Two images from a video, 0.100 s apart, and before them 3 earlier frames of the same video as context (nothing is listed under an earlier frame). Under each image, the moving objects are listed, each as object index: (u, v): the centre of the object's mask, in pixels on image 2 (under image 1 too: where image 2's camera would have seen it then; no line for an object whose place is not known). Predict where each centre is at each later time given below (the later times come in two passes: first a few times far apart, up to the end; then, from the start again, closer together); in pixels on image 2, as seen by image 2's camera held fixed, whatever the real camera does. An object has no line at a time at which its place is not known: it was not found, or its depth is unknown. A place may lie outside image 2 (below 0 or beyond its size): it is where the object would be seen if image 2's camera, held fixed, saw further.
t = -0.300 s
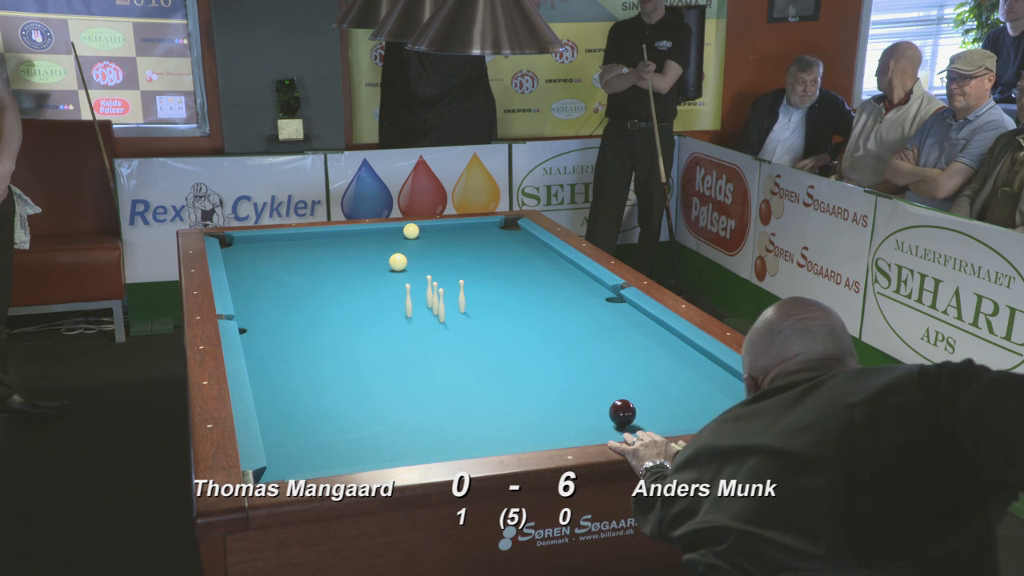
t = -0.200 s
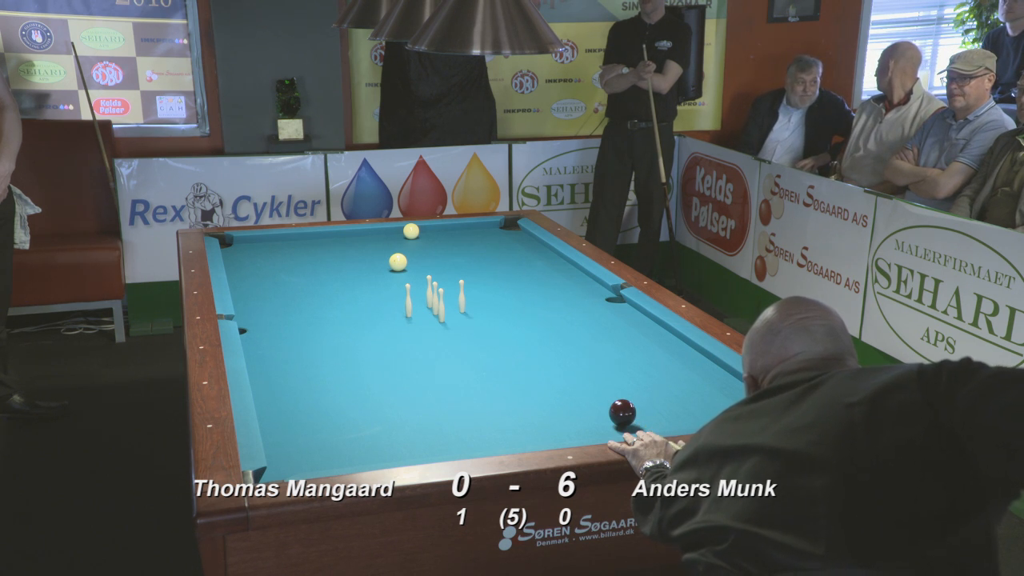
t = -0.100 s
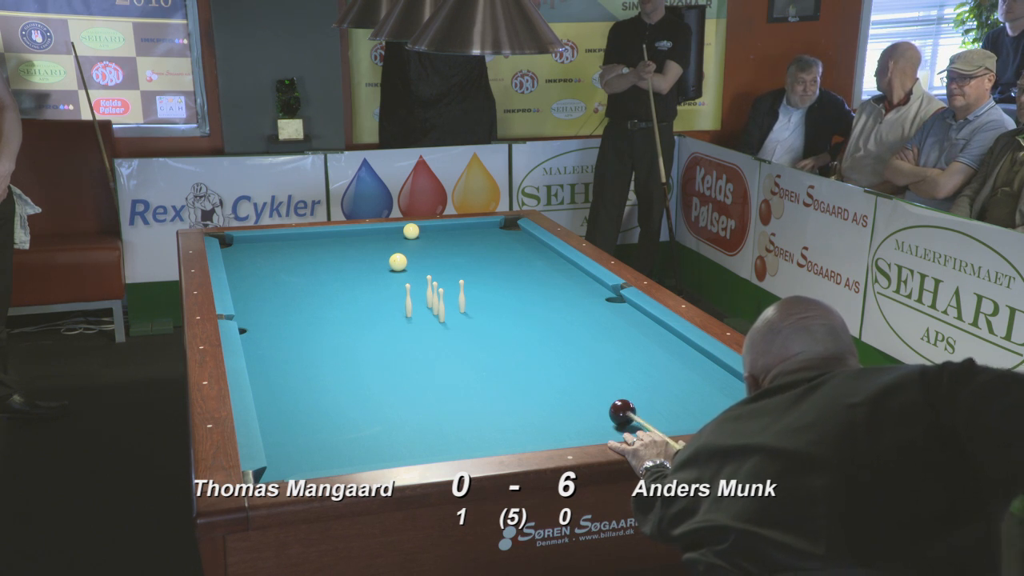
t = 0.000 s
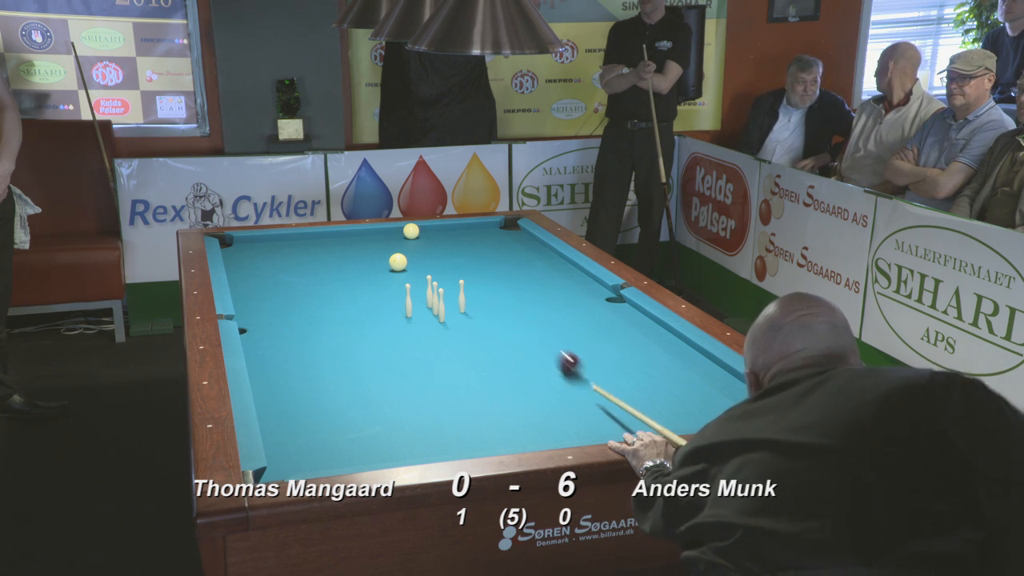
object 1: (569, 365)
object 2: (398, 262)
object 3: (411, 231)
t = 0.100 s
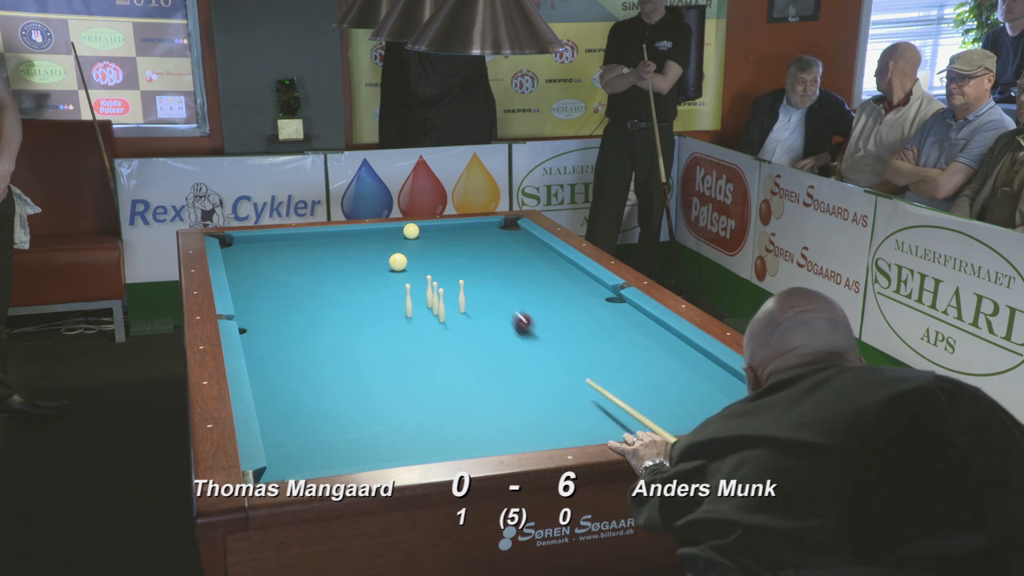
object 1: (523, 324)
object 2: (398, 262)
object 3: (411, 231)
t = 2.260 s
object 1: (352, 240)
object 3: (437, 341)
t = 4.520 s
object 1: (277, 241)
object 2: (520, 371)
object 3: (657, 380)
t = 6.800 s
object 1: (329, 235)
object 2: (361, 327)
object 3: (448, 330)
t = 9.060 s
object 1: (332, 234)
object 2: (287, 305)
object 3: (347, 303)
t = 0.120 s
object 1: (515, 317)
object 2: (398, 262)
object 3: (411, 231)
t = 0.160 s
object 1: (500, 304)
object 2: (398, 262)
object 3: (411, 231)
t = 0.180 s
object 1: (494, 298)
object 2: (398, 262)
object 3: (411, 231)
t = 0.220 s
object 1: (481, 286)
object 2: (398, 262)
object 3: (411, 231)
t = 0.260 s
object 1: (469, 275)
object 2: (398, 262)
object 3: (411, 231)
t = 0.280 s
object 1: (463, 271)
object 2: (398, 262)
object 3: (411, 231)
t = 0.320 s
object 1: (452, 261)
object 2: (398, 262)
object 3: (411, 231)
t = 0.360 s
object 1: (443, 253)
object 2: (398, 262)
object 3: (411, 231)
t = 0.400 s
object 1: (433, 245)
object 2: (398, 262)
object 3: (411, 231)
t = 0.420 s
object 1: (429, 241)
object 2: (398, 262)
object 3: (411, 231)
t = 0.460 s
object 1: (423, 234)
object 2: (398, 262)
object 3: (408, 230)
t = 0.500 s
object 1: (433, 232)
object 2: (398, 262)
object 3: (399, 231)
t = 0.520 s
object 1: (438, 230)
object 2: (398, 262)
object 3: (398, 233)
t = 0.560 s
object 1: (448, 228)
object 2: (398, 262)
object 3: (396, 238)
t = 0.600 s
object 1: (457, 226)
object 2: (398, 262)
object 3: (393, 243)
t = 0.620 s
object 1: (463, 226)
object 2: (398, 262)
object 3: (392, 245)
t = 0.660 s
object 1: (474, 227)
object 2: (398, 262)
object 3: (389, 250)
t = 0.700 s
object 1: (484, 228)
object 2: (398, 262)
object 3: (386, 255)
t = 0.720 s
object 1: (489, 228)
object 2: (399, 262)
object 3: (385, 258)
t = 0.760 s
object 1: (499, 228)
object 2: (406, 264)
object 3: (376, 261)
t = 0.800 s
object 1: (509, 230)
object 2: (415, 266)
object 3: (365, 264)
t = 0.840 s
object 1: (518, 230)
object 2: (423, 268)
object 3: (355, 267)
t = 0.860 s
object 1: (516, 230)
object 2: (427, 270)
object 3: (350, 268)
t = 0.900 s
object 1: (510, 231)
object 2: (436, 272)
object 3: (340, 271)
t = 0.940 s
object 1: (505, 231)
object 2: (443, 274)
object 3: (331, 273)
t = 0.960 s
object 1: (502, 232)
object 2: (447, 275)
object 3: (326, 274)
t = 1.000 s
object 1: (497, 233)
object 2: (453, 277)
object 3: (317, 277)
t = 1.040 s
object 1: (491, 233)
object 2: (461, 279)
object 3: (307, 280)
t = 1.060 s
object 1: (489, 233)
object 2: (465, 280)
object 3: (302, 282)
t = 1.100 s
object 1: (484, 234)
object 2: (472, 282)
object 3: (292, 285)
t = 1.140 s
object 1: (480, 234)
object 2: (480, 284)
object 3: (281, 287)
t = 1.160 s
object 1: (477, 234)
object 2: (483, 286)
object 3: (276, 289)
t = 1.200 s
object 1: (472, 234)
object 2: (491, 288)
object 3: (266, 292)
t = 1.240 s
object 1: (468, 235)
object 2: (498, 290)
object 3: (255, 295)
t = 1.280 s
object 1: (463, 235)
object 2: (506, 292)
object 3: (244, 298)
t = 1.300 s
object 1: (460, 235)
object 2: (510, 293)
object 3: (244, 299)
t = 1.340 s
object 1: (456, 235)
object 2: (518, 295)
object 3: (254, 300)
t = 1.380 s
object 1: (451, 236)
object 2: (526, 297)
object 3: (263, 302)
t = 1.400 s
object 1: (449, 236)
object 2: (530, 299)
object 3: (267, 303)
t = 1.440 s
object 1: (444, 236)
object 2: (538, 300)
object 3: (276, 305)
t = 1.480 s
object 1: (439, 236)
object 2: (546, 302)
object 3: (284, 306)
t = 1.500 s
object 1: (437, 236)
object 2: (551, 304)
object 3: (288, 307)
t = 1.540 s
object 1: (432, 236)
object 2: (559, 306)
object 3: (295, 308)
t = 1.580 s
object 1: (428, 236)
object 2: (567, 308)
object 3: (302, 310)
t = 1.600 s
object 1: (426, 237)
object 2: (572, 310)
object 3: (306, 311)
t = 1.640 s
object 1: (421, 237)
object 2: (580, 312)
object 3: (314, 312)
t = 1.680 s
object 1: (416, 237)
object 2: (589, 314)
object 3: (321, 315)
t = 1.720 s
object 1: (412, 237)
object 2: (598, 317)
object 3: (329, 316)
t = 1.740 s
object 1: (409, 237)
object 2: (603, 318)
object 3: (332, 317)
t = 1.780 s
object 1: (405, 238)
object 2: (611, 321)
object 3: (340, 319)
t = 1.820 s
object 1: (401, 238)
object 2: (620, 323)
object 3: (348, 320)
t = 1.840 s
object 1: (398, 238)
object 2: (626, 324)
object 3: (352, 321)
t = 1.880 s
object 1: (394, 238)
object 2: (634, 327)
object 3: (360, 323)
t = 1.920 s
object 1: (389, 238)
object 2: (644, 329)
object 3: (368, 325)
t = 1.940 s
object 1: (387, 238)
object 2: (649, 330)
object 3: (372, 326)
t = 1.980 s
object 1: (382, 239)
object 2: (659, 333)
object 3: (380, 328)
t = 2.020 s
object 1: (378, 239)
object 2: (668, 335)
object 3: (387, 330)
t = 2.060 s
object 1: (374, 239)
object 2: (672, 334)
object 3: (396, 332)
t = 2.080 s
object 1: (371, 239)
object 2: (671, 334)
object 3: (400, 333)
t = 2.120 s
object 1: (367, 239)
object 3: (408, 335)
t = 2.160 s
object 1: (362, 239)
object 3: (416, 336)
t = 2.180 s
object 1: (360, 240)
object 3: (420, 337)
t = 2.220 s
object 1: (356, 240)
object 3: (429, 339)
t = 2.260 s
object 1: (352, 240)
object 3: (437, 341)
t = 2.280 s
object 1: (349, 240)
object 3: (441, 342)
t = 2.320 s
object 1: (345, 240)
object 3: (450, 344)
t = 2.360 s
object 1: (341, 240)
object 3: (458, 346)
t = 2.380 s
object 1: (339, 240)
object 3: (463, 347)
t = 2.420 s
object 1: (334, 241)
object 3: (471, 349)
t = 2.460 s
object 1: (330, 241)
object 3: (480, 351)
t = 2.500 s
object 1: (326, 241)
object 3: (489, 353)
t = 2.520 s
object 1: (324, 241)
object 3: (493, 354)
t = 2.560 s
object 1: (319, 241)
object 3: (502, 356)
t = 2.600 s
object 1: (315, 241)
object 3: (511, 358)
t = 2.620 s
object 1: (313, 242)
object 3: (515, 359)
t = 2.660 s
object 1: (309, 242)
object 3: (525, 361)
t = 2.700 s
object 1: (305, 242)
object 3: (534, 364)
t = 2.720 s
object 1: (303, 242)
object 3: (538, 365)
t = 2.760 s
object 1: (299, 242)
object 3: (548, 367)
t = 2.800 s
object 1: (294, 242)
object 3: (557, 369)
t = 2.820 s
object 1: (292, 242)
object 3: (562, 370)
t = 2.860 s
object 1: (289, 243)
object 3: (571, 372)
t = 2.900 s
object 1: (284, 243)
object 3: (581, 375)
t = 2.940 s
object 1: (280, 243)
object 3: (591, 377)
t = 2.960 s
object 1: (278, 243)
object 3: (596, 378)
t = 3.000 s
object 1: (274, 243)
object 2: (698, 415)
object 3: (605, 380)
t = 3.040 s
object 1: (270, 243)
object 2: (704, 418)
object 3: (615, 383)
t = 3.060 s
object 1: (268, 243)
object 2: (702, 418)
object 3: (620, 384)
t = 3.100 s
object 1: (264, 243)
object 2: (695, 417)
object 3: (631, 386)
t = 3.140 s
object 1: (260, 244)
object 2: (689, 416)
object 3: (641, 388)
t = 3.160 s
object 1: (258, 244)
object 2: (686, 416)
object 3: (646, 390)
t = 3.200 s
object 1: (254, 244)
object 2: (680, 415)
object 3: (656, 392)
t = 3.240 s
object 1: (250, 244)
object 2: (674, 414)
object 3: (666, 392)
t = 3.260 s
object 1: (248, 244)
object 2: (671, 413)
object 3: (672, 392)
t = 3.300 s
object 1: (244, 244)
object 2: (665, 411)
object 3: (684, 398)
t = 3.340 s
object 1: (240, 244)
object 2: (659, 409)
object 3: (693, 401)
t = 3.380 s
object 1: (236, 244)
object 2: (653, 408)
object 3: (704, 403)
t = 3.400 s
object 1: (234, 244)
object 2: (650, 407)
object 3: (709, 405)
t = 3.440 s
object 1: (230, 245)
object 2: (645, 406)
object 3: (720, 407)
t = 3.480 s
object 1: (228, 244)
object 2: (639, 404)
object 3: (731, 410)
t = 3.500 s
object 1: (228, 244)
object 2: (637, 403)
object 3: (737, 410)
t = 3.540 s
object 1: (230, 244)
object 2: (631, 402)
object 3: (748, 411)
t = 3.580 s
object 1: (233, 244)
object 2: (626, 400)
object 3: (759, 412)
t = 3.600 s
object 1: (234, 244)
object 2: (623, 399)
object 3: (764, 413)
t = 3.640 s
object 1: (236, 244)
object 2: (618, 398)
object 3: (768, 410)
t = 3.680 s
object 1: (239, 244)
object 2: (613, 397)
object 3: (772, 409)
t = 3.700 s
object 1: (240, 244)
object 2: (610, 396)
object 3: (774, 408)
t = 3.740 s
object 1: (241, 244)
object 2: (605, 395)
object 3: (774, 406)
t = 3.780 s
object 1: (243, 243)
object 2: (600, 393)
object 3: (766, 406)
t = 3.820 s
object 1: (246, 243)
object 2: (595, 392)
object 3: (759, 404)
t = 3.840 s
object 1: (247, 243)
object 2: (593, 391)
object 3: (755, 404)
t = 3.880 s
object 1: (249, 243)
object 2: (588, 389)
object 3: (749, 402)
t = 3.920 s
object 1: (251, 243)
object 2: (583, 388)
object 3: (742, 401)
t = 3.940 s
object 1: (252, 243)
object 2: (581, 388)
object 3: (739, 400)
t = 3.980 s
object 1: (253, 243)
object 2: (576, 386)
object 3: (733, 398)
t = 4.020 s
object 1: (255, 243)
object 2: (572, 385)
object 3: (727, 397)
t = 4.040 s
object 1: (256, 242)
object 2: (569, 385)
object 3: (724, 396)
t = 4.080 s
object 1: (258, 242)
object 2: (565, 383)
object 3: (718, 395)
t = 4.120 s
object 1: (260, 242)
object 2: (561, 382)
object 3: (712, 393)
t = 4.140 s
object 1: (261, 242)
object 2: (558, 382)
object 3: (709, 392)
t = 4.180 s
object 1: (263, 242)
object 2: (554, 380)
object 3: (703, 391)
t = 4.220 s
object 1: (264, 242)
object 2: (550, 379)
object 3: (697, 390)
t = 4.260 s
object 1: (266, 242)
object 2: (546, 378)
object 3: (692, 388)
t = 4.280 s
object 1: (267, 242)
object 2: (544, 377)
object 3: (689, 387)
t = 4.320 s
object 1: (269, 241)
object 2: (539, 376)
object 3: (683, 386)
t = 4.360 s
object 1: (270, 241)
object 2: (535, 375)
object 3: (678, 385)
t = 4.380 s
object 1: (271, 241)
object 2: (533, 374)
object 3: (675, 384)
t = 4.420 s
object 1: (273, 241)
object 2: (529, 374)
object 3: (670, 383)
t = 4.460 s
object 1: (274, 241)
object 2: (525, 373)
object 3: (664, 381)
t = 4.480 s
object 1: (275, 241)
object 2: (523, 372)
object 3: (662, 381)
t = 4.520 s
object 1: (277, 241)
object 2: (520, 371)
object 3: (657, 380)
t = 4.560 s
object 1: (278, 241)
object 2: (516, 370)
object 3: (652, 378)
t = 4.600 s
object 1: (280, 240)
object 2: (512, 369)
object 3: (646, 378)
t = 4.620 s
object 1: (281, 240)
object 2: (510, 369)
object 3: (644, 377)
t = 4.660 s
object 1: (282, 240)
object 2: (506, 368)
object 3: (639, 376)
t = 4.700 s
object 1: (284, 240)
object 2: (502, 366)
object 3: (634, 375)
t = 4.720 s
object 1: (284, 240)
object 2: (501, 366)
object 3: (632, 374)
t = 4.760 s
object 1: (286, 240)
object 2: (497, 365)
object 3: (627, 373)
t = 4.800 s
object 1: (287, 239)
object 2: (494, 364)
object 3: (622, 372)
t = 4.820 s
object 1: (288, 239)
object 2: (492, 364)
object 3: (620, 371)
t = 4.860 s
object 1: (289, 239)
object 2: (488, 363)
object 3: (615, 370)
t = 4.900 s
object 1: (290, 239)
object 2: (485, 362)
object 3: (611, 369)
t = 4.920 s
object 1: (291, 239)
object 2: (483, 361)
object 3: (608, 368)
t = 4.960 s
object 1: (292, 239)
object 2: (480, 360)
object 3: (604, 367)
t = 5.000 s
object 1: (294, 239)
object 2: (477, 359)
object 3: (600, 366)
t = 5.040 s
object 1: (295, 239)
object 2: (473, 359)
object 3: (595, 365)
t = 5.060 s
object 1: (296, 238)
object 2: (472, 358)
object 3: (593, 364)
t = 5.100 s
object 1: (297, 238)
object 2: (469, 358)
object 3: (589, 363)
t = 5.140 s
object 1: (298, 238)
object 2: (465, 357)
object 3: (584, 362)
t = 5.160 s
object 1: (299, 238)
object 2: (463, 356)
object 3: (582, 362)
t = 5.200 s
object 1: (300, 238)
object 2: (460, 355)
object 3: (578, 361)
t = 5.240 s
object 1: (301, 238)
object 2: (457, 354)
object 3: (574, 360)
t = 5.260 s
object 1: (301, 238)
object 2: (456, 354)
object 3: (572, 359)
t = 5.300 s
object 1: (302, 238)
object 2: (453, 353)
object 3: (568, 358)
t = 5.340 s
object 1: (304, 238)
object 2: (450, 352)
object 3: (564, 357)
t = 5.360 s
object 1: (304, 238)
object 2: (448, 352)
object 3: (562, 357)
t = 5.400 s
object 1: (305, 238)
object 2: (445, 350)
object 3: (558, 356)
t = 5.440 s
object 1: (306, 237)
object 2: (442, 350)
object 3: (554, 355)
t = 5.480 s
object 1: (307, 237)
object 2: (439, 350)
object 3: (550, 354)
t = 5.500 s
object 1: (308, 237)
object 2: (438, 349)
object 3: (549, 354)
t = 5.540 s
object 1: (309, 237)
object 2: (435, 348)
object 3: (545, 353)
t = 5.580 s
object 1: (310, 237)
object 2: (432, 347)
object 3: (541, 352)
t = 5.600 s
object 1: (310, 237)
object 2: (431, 347)
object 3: (539, 352)
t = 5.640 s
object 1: (311, 237)
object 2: (428, 346)
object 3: (536, 351)
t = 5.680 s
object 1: (312, 237)
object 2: (426, 345)
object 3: (532, 350)
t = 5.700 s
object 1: (312, 237)
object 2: (424, 345)
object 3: (530, 349)
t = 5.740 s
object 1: (313, 237)
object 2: (421, 344)
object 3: (527, 349)
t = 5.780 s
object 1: (314, 237)
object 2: (419, 344)
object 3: (523, 348)
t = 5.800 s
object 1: (315, 237)
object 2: (417, 343)
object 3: (522, 347)
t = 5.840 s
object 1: (315, 236)
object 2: (415, 343)
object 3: (518, 347)
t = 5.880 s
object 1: (316, 236)
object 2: (412, 342)
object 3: (515, 346)
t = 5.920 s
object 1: (317, 236)
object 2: (410, 341)
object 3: (512, 345)
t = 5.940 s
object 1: (317, 236)
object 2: (408, 341)
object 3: (510, 345)
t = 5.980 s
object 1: (318, 236)
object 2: (406, 340)
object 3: (507, 344)
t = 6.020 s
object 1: (319, 236)
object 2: (403, 339)
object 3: (504, 343)
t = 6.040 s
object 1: (319, 236)
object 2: (402, 338)
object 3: (502, 343)
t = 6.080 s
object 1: (320, 236)
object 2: (400, 338)
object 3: (499, 342)
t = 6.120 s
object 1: (321, 236)
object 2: (397, 338)
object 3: (496, 341)
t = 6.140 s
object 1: (321, 236)
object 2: (396, 337)
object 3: (494, 341)
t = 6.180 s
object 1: (322, 236)
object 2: (394, 336)
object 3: (491, 340)
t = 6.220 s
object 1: (322, 236)
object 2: (392, 336)
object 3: (488, 339)
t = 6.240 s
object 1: (323, 236)
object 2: (390, 335)
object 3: (486, 339)
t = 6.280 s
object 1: (323, 236)
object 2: (388, 335)
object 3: (483, 338)
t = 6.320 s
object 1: (324, 235)
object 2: (386, 334)
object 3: (480, 338)
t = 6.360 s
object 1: (324, 235)
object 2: (384, 333)
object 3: (478, 337)
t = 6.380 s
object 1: (325, 235)
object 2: (383, 333)
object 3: (476, 337)
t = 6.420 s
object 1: (325, 235)
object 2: (380, 333)
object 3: (473, 336)
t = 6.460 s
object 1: (326, 235)
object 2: (378, 332)
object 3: (471, 335)
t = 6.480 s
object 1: (326, 235)
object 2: (377, 331)
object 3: (469, 335)
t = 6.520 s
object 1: (327, 235)
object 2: (375, 331)
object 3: (466, 334)
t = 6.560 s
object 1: (327, 235)
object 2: (373, 330)
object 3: (464, 334)
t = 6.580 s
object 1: (327, 235)
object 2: (372, 330)
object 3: (462, 333)
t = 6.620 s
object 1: (328, 235)
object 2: (370, 329)
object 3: (459, 333)
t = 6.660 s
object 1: (328, 235)
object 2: (368, 328)
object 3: (457, 332)
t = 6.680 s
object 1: (328, 235)
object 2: (367, 328)
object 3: (456, 332)
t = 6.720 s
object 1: (329, 235)
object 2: (365, 328)
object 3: (453, 331)
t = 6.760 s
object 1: (329, 235)
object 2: (363, 328)
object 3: (451, 331)
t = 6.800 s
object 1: (329, 235)
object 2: (361, 327)
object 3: (448, 330)
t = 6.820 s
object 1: (329, 235)
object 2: (360, 326)
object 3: (447, 330)
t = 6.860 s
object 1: (330, 235)
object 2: (358, 326)
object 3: (444, 329)
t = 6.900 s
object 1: (330, 235)
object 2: (356, 325)
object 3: (442, 328)
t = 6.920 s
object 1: (330, 235)
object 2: (356, 325)
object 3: (440, 328)
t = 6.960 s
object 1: (330, 235)
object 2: (353, 325)
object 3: (438, 327)
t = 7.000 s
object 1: (330, 235)
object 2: (352, 324)
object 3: (436, 327)
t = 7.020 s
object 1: (331, 235)
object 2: (351, 324)
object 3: (435, 326)
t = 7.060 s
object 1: (331, 235)
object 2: (349, 323)
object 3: (432, 326)
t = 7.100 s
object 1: (331, 235)
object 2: (347, 322)
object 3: (430, 325)
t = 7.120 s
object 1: (331, 235)
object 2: (346, 322)
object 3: (429, 325)
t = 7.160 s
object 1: (331, 234)
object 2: (344, 322)
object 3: (426, 324)
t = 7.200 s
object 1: (332, 234)
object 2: (343, 322)
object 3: (424, 324)
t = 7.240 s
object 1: (332, 234)
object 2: (341, 321)
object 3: (422, 323)
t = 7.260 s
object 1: (332, 234)
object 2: (340, 321)
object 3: (421, 323)
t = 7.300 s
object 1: (332, 234)
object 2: (339, 320)
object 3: (419, 322)
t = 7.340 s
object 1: (332, 234)
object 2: (337, 320)
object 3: (416, 322)
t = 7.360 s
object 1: (332, 234)
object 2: (336, 320)
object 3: (415, 321)
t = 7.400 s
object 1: (332, 234)
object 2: (335, 319)
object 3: (413, 321)
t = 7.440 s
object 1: (332, 234)
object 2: (333, 319)
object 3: (411, 320)
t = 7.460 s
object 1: (332, 234)
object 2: (332, 318)
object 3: (410, 320)
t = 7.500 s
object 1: (332, 234)
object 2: (331, 318)
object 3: (408, 319)
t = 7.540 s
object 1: (332, 234)
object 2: (329, 317)
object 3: (406, 319)
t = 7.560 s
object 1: (332, 234)
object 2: (328, 317)
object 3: (405, 319)
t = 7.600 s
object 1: (332, 234)
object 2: (327, 317)
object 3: (403, 318)
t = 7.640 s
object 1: (332, 234)
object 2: (325, 316)
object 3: (401, 317)
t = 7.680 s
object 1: (332, 234)
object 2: (324, 316)
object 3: (399, 317)
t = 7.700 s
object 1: (332, 234)
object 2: (323, 316)
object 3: (398, 317)
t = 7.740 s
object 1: (332, 234)
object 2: (322, 315)
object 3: (396, 316)
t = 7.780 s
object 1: (332, 234)
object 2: (321, 315)
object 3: (395, 316)
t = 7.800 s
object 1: (332, 234)
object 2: (320, 314)
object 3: (394, 316)
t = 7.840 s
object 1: (332, 234)
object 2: (318, 314)
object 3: (392, 315)
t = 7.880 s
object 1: (332, 234)
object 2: (317, 314)
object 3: (390, 315)
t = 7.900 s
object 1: (332, 234)
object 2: (317, 314)
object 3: (389, 315)
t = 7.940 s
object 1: (332, 234)
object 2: (315, 313)
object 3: (387, 314)
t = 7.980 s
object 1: (332, 234)
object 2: (314, 313)
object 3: (385, 314)
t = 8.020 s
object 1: (332, 234)
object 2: (313, 312)
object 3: (384, 313)
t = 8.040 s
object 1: (332, 234)
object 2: (312, 312)
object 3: (383, 313)
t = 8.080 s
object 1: (332, 234)
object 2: (311, 312)
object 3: (381, 312)
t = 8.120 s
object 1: (332, 234)
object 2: (310, 311)
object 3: (380, 312)
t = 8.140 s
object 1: (332, 234)
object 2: (309, 311)
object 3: (379, 312)
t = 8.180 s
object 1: (332, 234)
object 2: (308, 311)
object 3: (377, 311)
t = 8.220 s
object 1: (332, 234)
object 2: (307, 311)
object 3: (376, 311)
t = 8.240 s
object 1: (332, 234)
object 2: (306, 310)
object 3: (375, 311)
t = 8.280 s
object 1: (332, 234)
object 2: (305, 310)
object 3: (373, 310)
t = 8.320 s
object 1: (332, 234)
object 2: (304, 310)
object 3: (372, 310)
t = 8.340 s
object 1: (332, 234)
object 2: (304, 310)
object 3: (371, 310)
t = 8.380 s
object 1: (332, 234)
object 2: (303, 309)
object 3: (370, 309)
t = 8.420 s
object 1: (332, 234)
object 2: (302, 309)
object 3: (368, 309)
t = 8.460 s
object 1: (332, 234)
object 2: (301, 309)
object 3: (366, 308)
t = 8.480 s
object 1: (332, 234)
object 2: (300, 309)
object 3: (366, 308)
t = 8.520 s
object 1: (332, 234)
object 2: (299, 308)
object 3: (364, 308)
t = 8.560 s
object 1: (332, 234)
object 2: (298, 308)
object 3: (363, 308)
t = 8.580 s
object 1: (332, 234)
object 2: (298, 308)
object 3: (362, 307)
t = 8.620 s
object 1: (332, 234)
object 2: (297, 308)
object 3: (361, 307)
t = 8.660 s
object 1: (332, 234)
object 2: (296, 307)
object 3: (360, 307)
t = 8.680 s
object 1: (332, 234)
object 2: (295, 307)
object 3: (359, 306)
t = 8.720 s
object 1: (332, 234)
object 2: (294, 307)
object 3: (357, 306)
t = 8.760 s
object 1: (332, 234)
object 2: (293, 307)
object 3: (356, 305)
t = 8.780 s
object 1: (332, 234)
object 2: (293, 307)
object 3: (355, 305)
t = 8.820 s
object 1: (332, 234)
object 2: (292, 306)
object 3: (354, 305)
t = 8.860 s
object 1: (332, 234)
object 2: (291, 306)
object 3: (353, 305)
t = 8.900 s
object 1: (332, 234)
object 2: (290, 306)
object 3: (352, 305)
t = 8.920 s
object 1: (332, 234)
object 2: (290, 306)
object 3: (351, 304)
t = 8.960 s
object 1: (332, 234)
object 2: (289, 306)
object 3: (350, 304)
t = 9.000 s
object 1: (332, 234)
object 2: (288, 305)
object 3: (348, 304)
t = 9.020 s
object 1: (332, 234)
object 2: (288, 305)
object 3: (348, 304)
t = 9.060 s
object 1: (332, 234)
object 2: (287, 305)
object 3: (347, 303)
